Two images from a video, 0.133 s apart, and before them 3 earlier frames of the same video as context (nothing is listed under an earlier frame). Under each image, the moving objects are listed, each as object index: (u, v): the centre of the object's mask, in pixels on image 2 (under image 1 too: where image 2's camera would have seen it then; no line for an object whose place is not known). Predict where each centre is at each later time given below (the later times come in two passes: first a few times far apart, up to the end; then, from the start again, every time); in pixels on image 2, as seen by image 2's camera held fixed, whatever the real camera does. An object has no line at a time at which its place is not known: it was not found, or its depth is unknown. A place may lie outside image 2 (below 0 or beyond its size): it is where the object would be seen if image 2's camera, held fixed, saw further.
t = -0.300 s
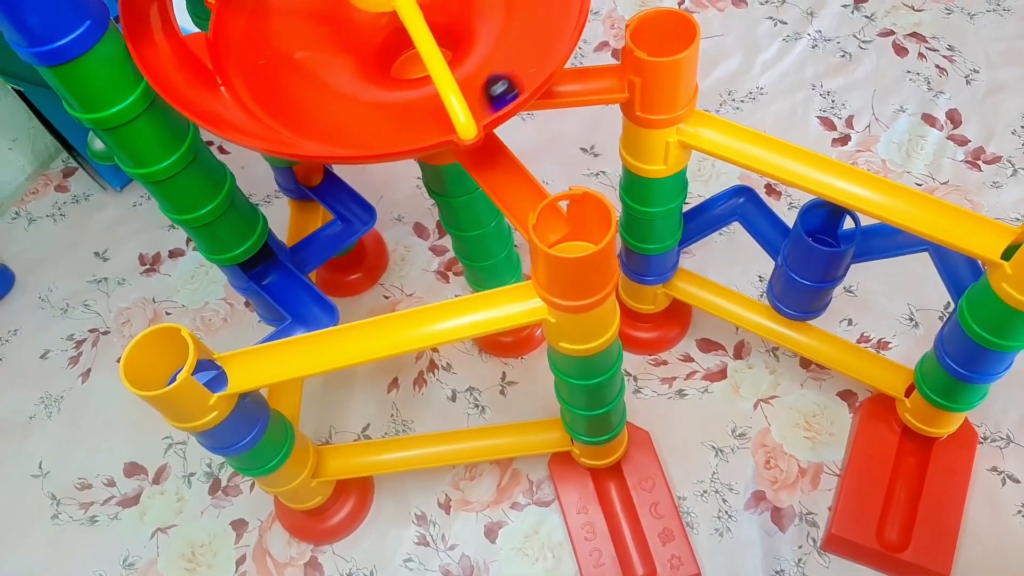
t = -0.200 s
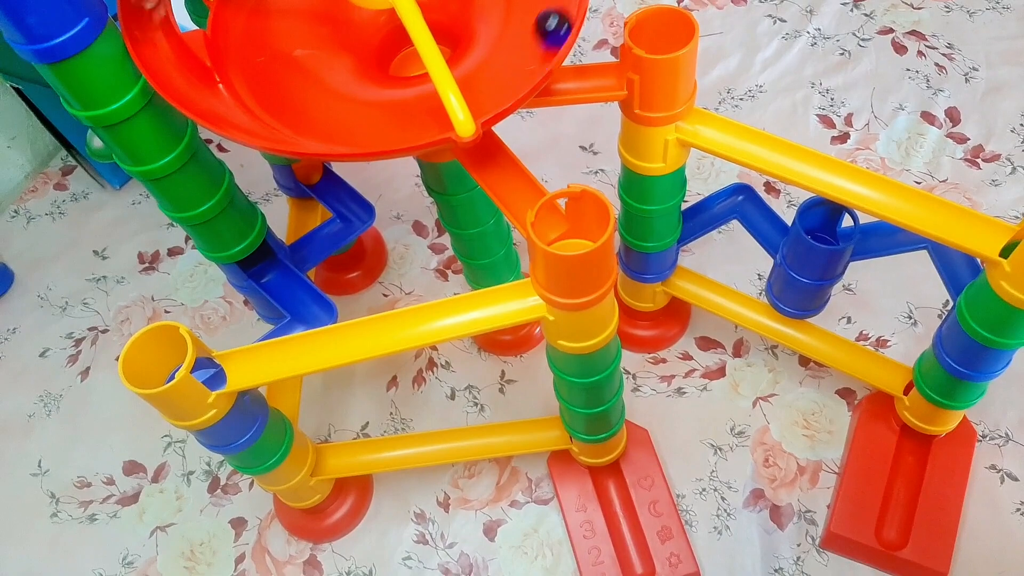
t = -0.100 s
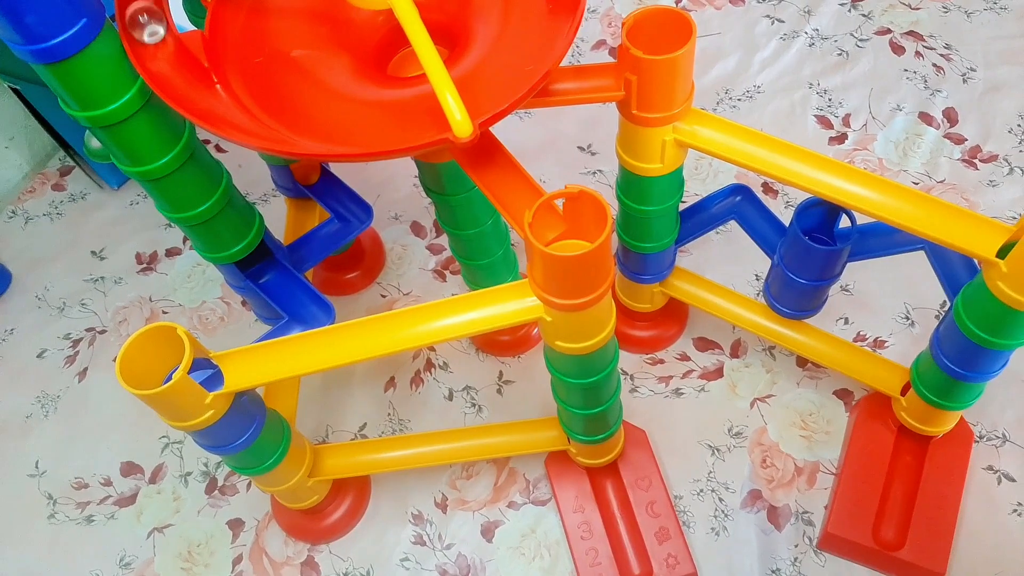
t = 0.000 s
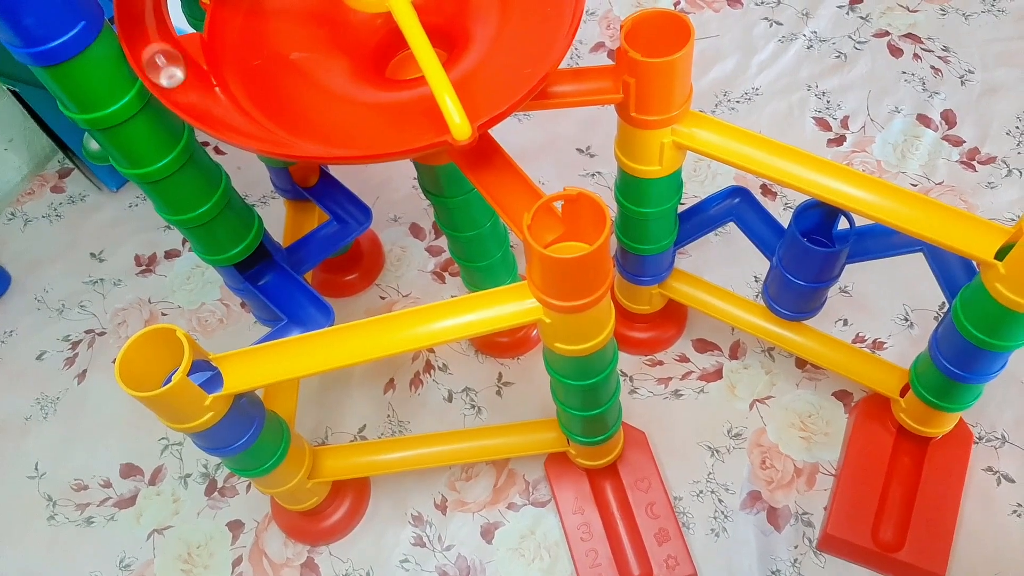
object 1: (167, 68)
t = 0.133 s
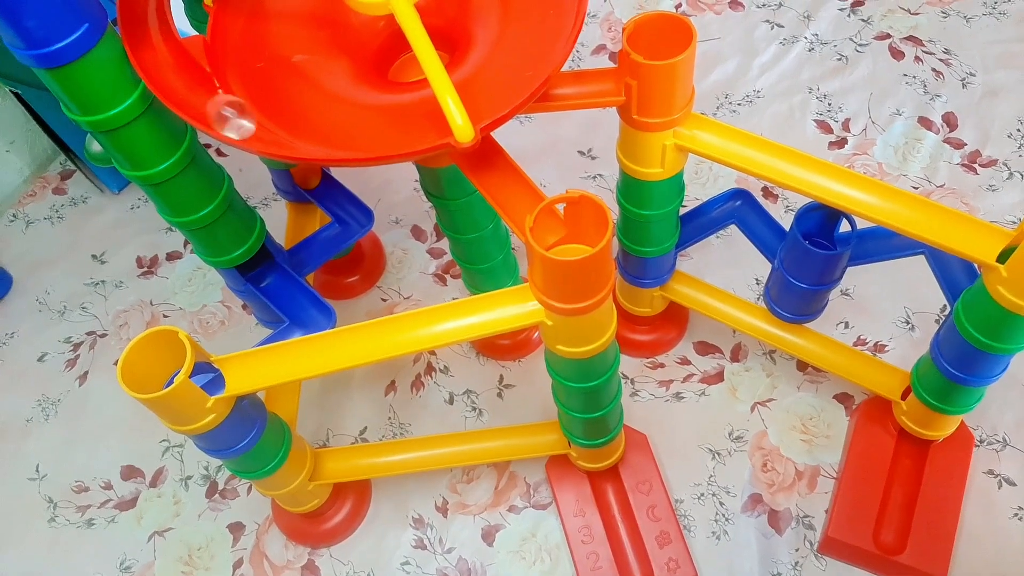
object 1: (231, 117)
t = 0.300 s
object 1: (378, 133)
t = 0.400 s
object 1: (475, 105)
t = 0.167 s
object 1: (255, 127)
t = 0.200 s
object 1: (284, 134)
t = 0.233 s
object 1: (313, 138)
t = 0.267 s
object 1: (346, 138)
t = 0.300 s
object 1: (378, 133)
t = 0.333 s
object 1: (412, 126)
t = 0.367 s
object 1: (436, 119)
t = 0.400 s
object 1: (475, 105)
